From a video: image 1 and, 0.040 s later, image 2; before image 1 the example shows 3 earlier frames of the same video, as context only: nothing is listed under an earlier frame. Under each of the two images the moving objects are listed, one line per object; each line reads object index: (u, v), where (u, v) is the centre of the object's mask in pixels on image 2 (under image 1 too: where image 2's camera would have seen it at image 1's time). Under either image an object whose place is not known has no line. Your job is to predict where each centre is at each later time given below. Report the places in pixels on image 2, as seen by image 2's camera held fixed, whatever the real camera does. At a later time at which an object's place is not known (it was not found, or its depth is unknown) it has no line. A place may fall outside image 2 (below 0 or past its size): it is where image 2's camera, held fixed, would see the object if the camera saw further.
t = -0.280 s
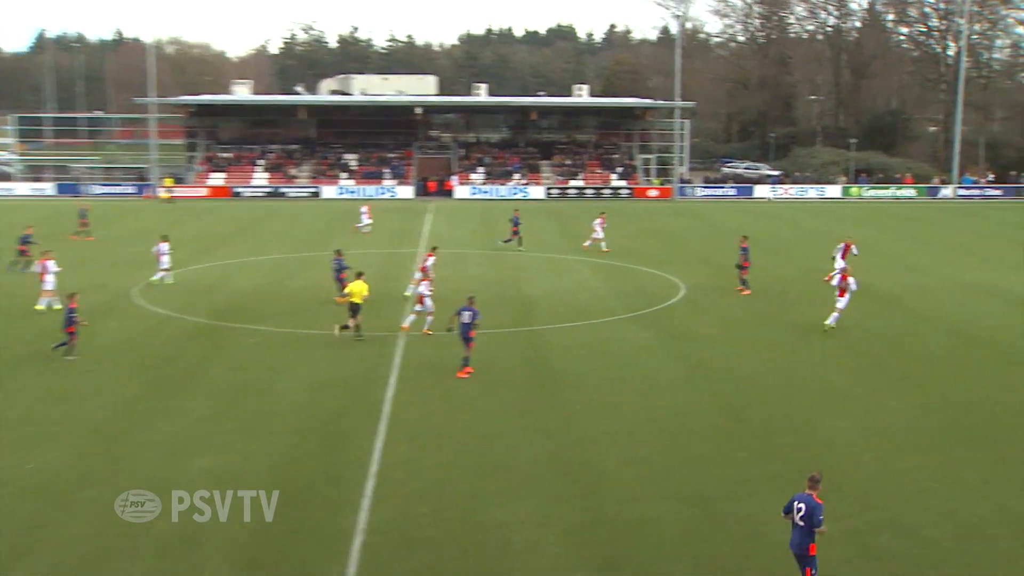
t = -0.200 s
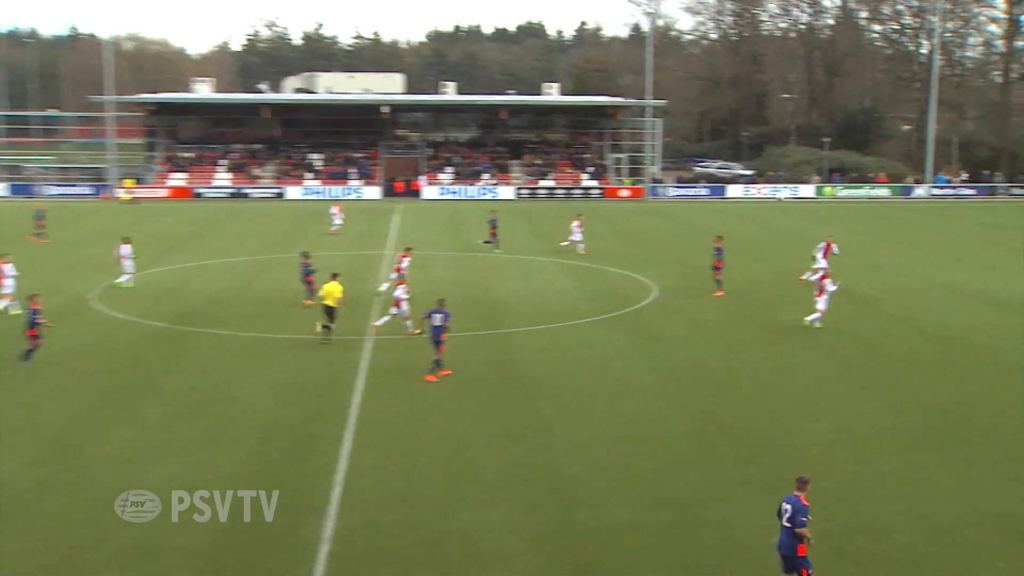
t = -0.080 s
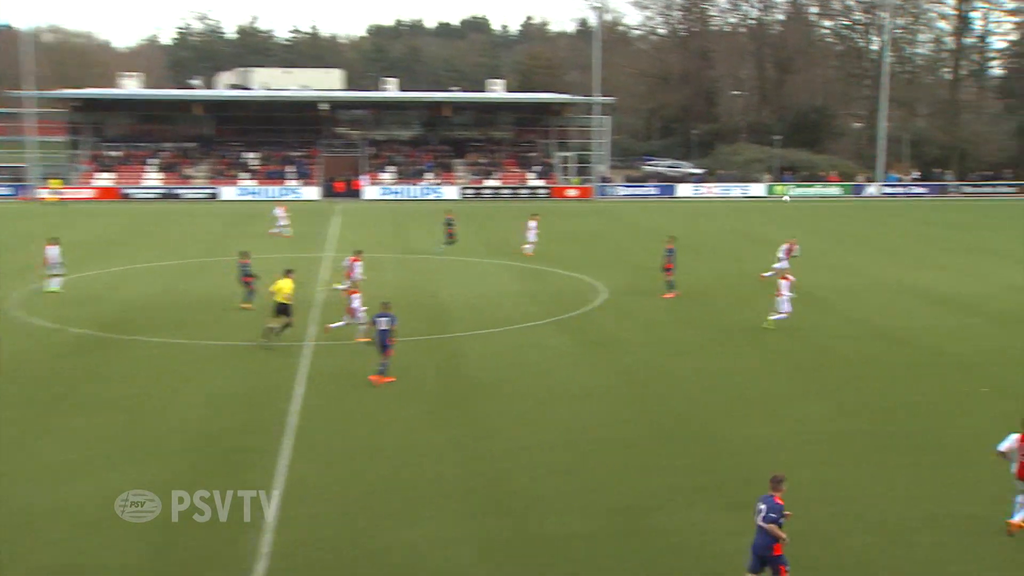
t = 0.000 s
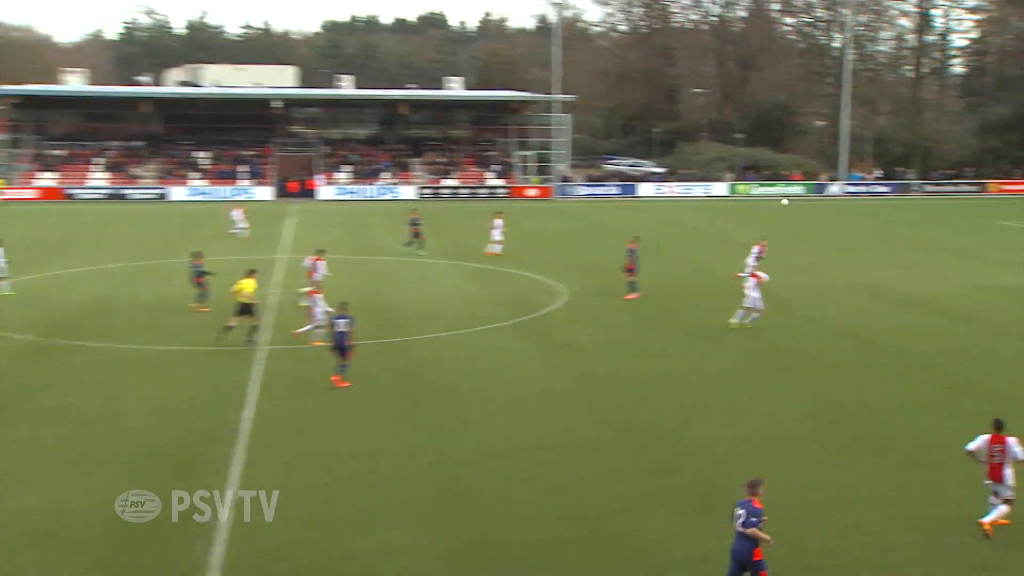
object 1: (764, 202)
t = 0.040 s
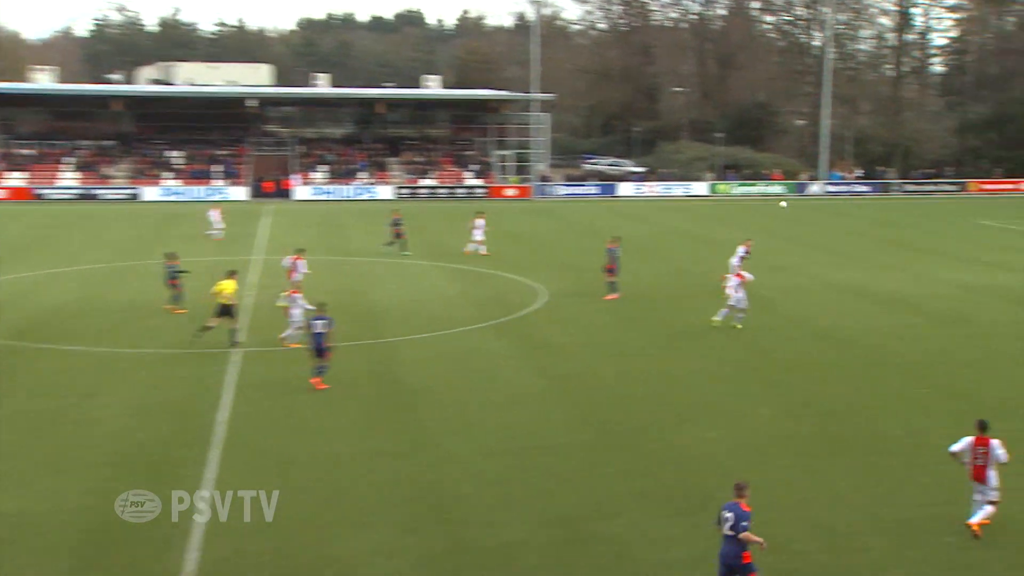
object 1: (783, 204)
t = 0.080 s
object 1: (802, 207)
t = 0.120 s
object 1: (821, 210)
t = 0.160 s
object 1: (840, 214)
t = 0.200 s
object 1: (859, 218)
